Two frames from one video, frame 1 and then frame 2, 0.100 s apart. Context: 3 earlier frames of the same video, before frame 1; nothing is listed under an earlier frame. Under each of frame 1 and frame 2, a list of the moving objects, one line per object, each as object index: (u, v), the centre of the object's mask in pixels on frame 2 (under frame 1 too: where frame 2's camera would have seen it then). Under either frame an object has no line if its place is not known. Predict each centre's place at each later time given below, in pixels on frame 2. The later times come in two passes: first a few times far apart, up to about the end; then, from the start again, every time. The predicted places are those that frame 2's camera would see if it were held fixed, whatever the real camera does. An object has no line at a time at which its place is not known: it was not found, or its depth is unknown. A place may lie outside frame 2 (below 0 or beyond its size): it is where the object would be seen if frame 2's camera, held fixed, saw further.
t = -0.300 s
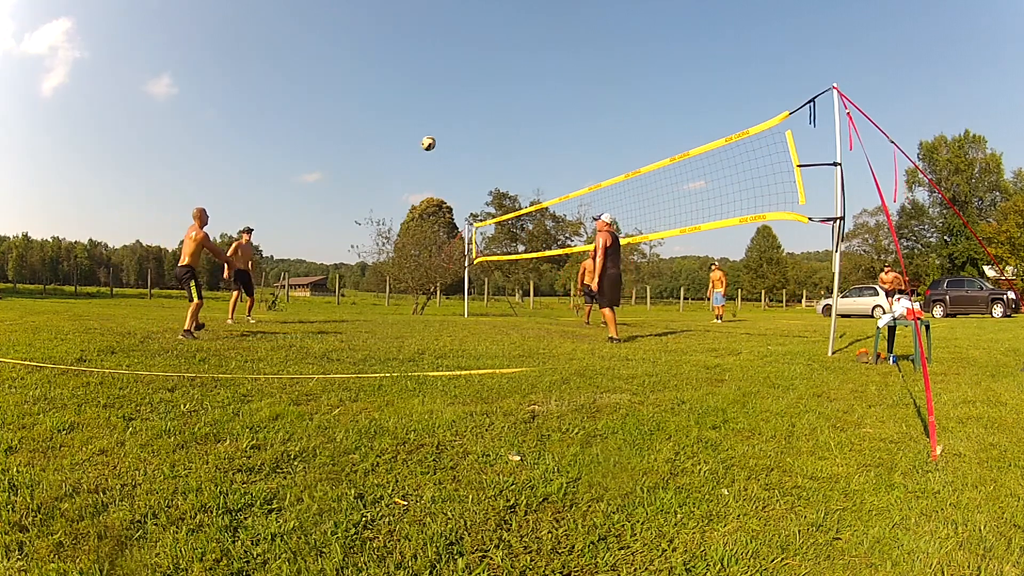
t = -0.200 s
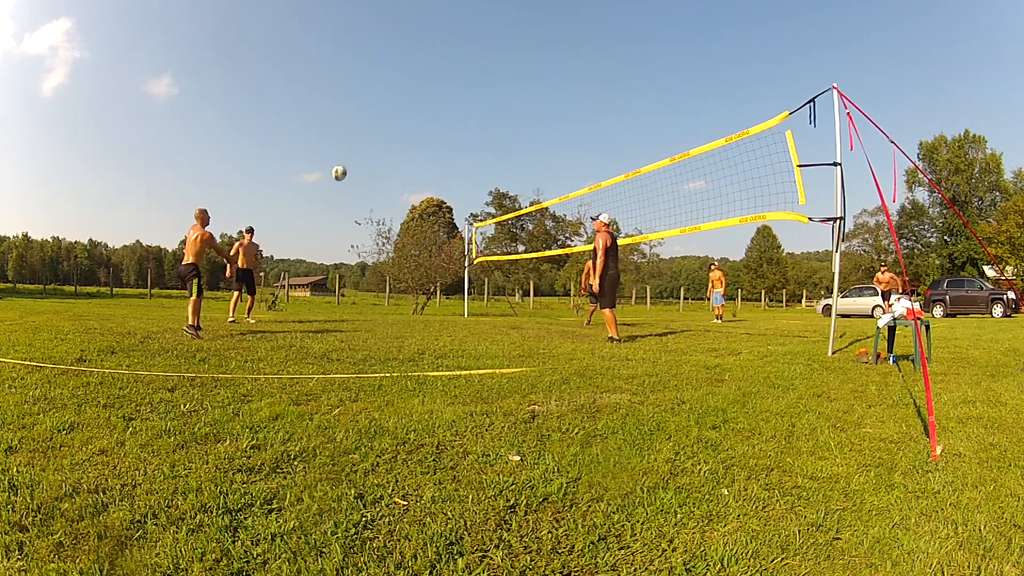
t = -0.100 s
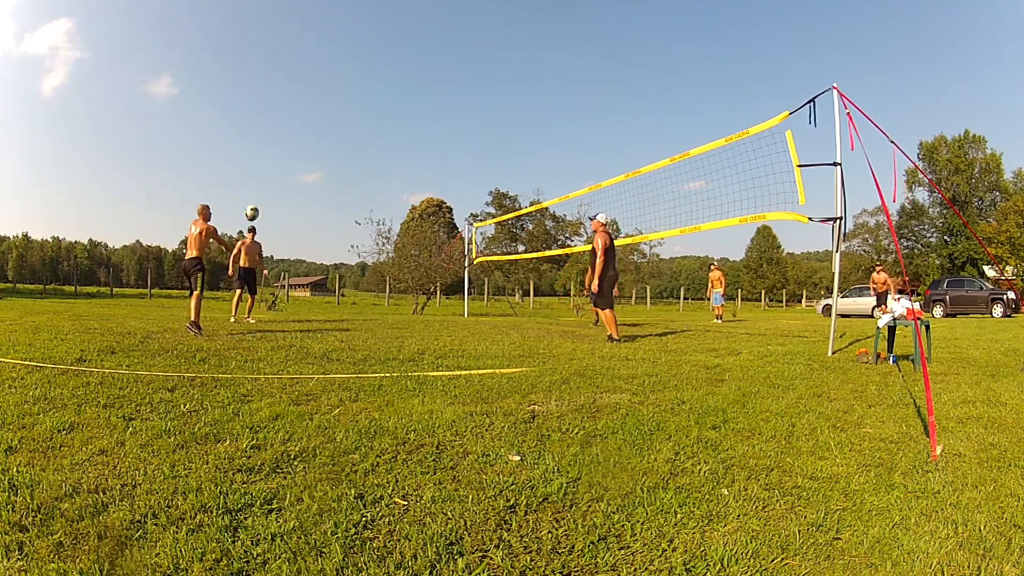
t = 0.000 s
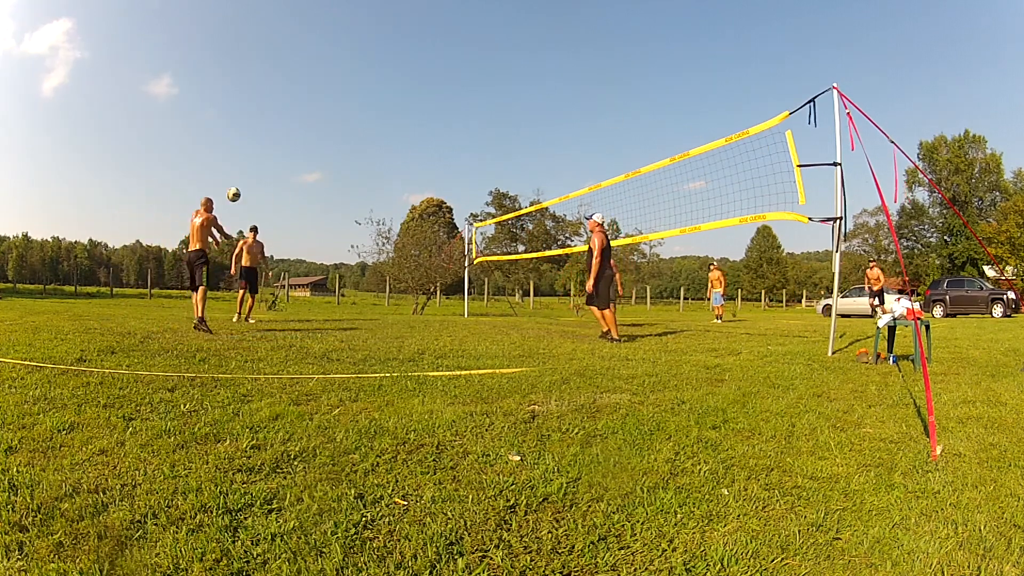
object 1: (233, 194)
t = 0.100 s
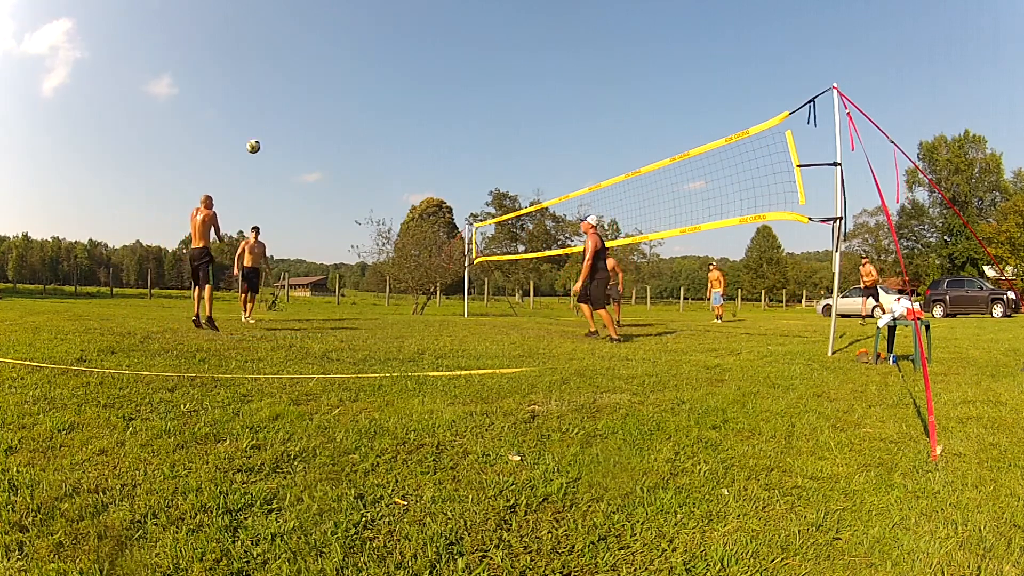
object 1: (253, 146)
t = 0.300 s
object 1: (290, 78)
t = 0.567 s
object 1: (330, 33)
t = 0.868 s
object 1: (362, 29)
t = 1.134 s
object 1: (385, 61)
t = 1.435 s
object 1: (409, 142)
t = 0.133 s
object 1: (260, 132)
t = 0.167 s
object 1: (266, 120)
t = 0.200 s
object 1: (272, 108)
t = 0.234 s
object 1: (279, 97)
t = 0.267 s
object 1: (285, 87)
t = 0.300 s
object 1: (290, 78)
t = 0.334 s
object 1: (296, 70)
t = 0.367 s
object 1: (301, 62)
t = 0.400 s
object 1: (306, 56)
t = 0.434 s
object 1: (311, 50)
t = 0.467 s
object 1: (316, 45)
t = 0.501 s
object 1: (321, 40)
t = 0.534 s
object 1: (325, 36)
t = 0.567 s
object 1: (330, 33)
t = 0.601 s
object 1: (334, 30)
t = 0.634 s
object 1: (338, 28)
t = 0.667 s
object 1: (342, 27)
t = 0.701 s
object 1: (345, 26)
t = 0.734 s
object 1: (349, 26)
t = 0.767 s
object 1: (352, 25)
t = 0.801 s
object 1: (356, 26)
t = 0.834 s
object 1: (359, 27)
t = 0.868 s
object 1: (362, 29)
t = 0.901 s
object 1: (365, 31)
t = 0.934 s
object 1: (368, 34)
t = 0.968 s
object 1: (371, 37)
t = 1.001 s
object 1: (374, 41)
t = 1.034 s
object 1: (377, 45)
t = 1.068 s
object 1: (380, 50)
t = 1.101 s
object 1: (382, 55)
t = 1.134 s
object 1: (385, 61)
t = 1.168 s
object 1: (388, 68)
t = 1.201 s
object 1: (390, 75)
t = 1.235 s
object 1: (393, 82)
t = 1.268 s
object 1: (396, 91)
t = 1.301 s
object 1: (398, 100)
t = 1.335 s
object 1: (401, 109)
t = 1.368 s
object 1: (403, 119)
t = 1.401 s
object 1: (406, 130)
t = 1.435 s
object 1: (409, 142)
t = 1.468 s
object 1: (411, 154)
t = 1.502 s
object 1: (413, 167)
